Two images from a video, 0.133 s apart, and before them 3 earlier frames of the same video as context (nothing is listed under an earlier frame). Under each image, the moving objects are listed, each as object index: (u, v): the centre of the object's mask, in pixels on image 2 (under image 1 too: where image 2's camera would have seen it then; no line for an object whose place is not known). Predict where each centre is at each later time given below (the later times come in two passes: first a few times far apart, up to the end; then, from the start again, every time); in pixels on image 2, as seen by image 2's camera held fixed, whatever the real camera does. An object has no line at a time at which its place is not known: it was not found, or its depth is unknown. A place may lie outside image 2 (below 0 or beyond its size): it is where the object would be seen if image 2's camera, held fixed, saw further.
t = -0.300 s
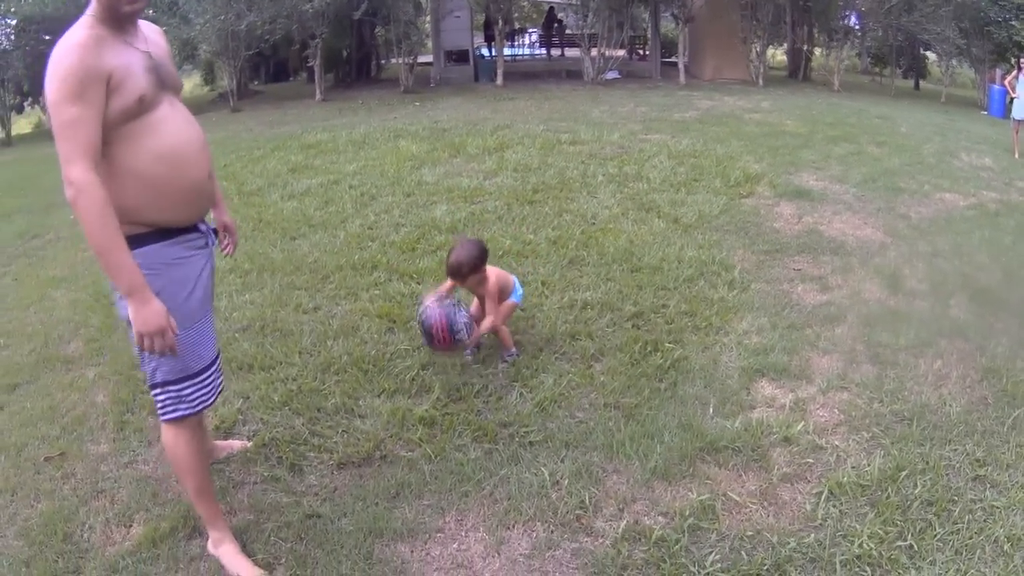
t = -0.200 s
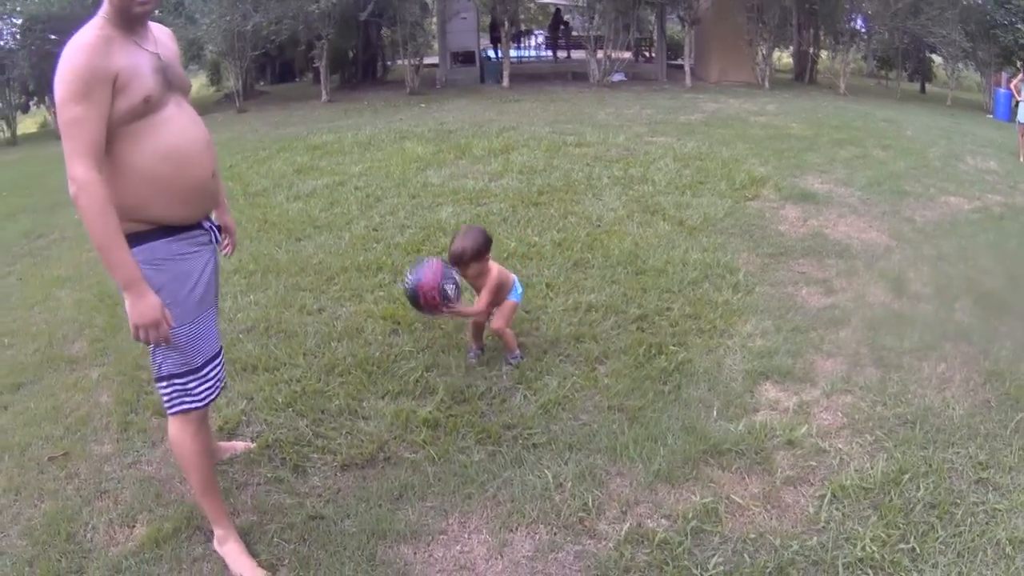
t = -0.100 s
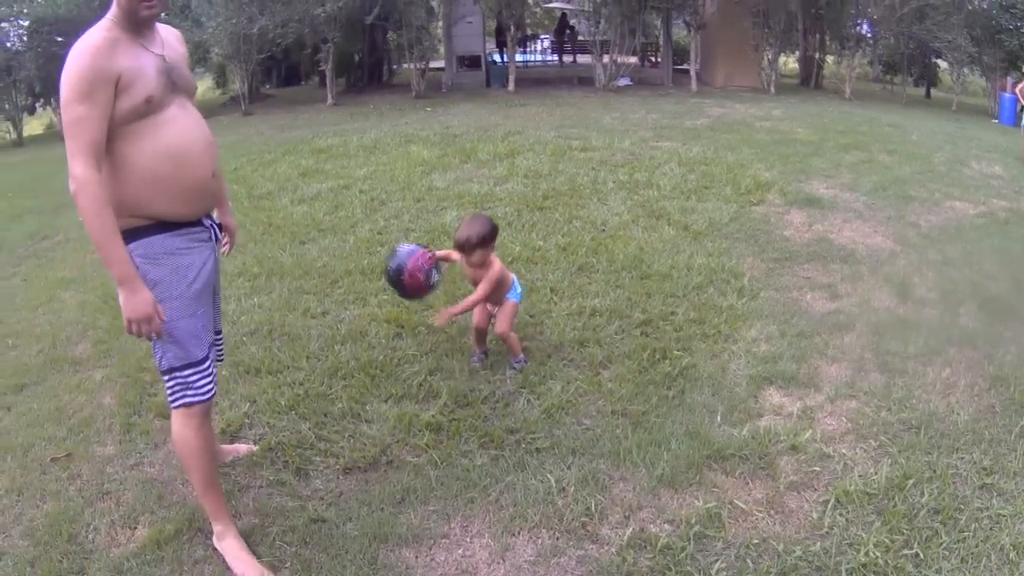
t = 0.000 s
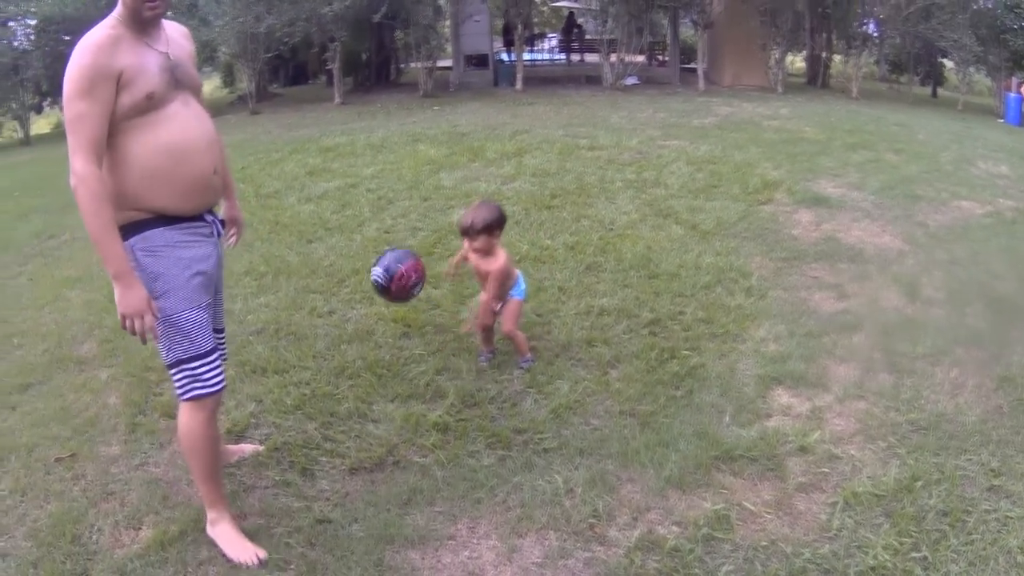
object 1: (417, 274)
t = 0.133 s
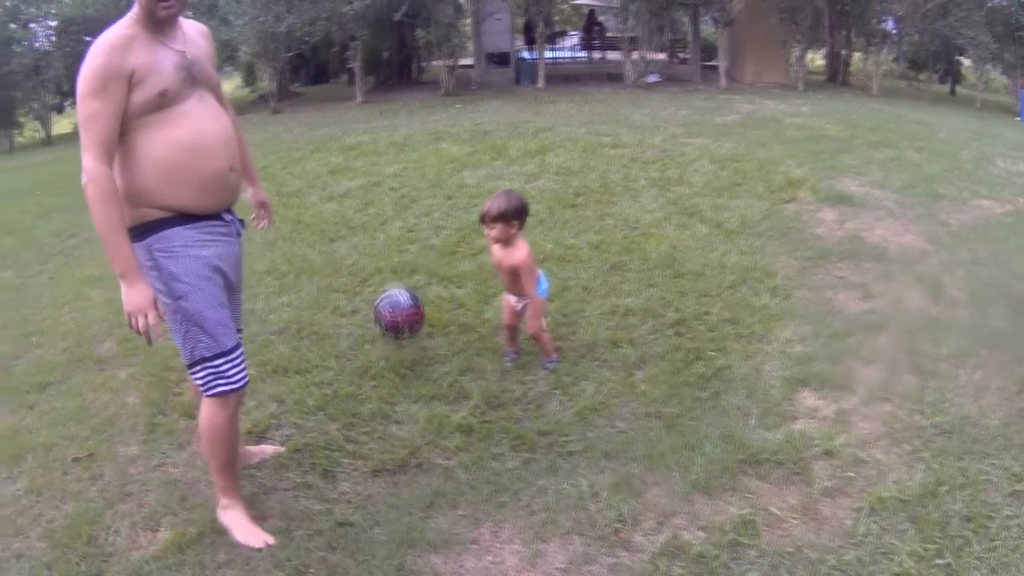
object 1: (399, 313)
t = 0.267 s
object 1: (392, 328)
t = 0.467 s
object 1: (397, 322)
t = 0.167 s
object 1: (395, 327)
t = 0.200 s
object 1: (392, 340)
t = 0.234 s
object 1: (392, 336)
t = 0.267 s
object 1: (392, 328)
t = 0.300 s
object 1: (392, 321)
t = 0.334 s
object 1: (392, 318)
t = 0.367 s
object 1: (393, 316)
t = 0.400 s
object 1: (393, 316)
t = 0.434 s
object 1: (395, 319)
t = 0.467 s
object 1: (397, 322)
